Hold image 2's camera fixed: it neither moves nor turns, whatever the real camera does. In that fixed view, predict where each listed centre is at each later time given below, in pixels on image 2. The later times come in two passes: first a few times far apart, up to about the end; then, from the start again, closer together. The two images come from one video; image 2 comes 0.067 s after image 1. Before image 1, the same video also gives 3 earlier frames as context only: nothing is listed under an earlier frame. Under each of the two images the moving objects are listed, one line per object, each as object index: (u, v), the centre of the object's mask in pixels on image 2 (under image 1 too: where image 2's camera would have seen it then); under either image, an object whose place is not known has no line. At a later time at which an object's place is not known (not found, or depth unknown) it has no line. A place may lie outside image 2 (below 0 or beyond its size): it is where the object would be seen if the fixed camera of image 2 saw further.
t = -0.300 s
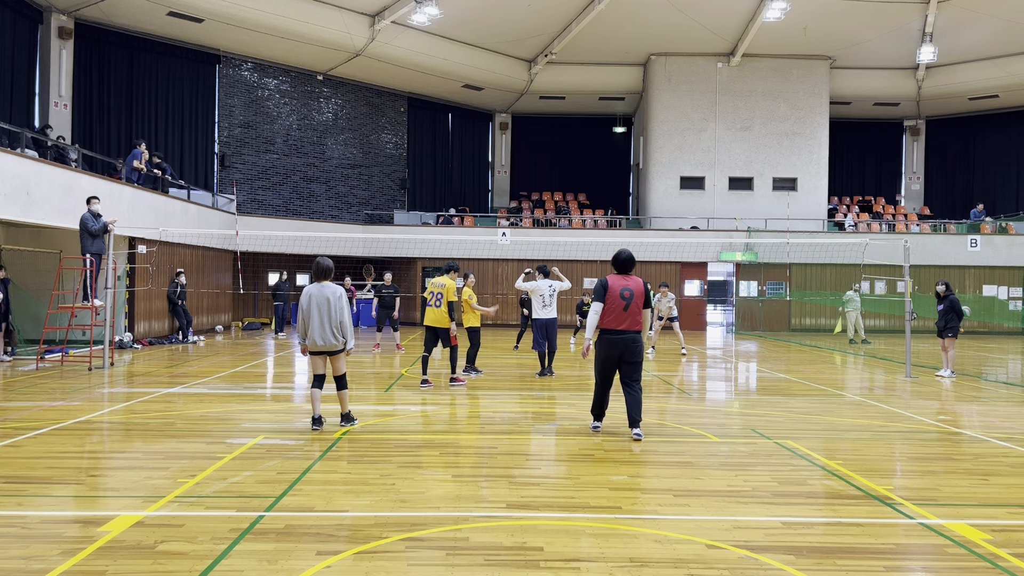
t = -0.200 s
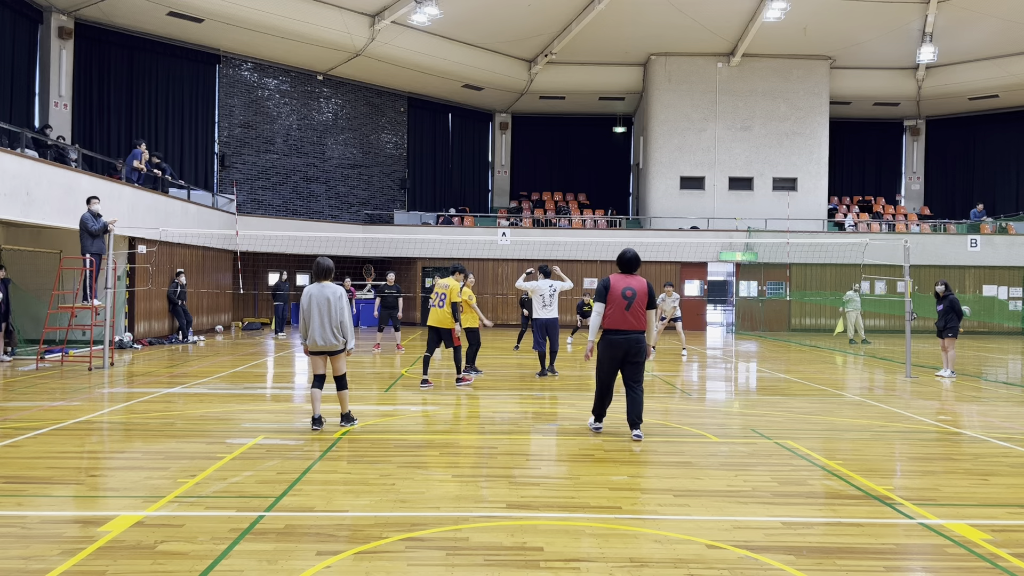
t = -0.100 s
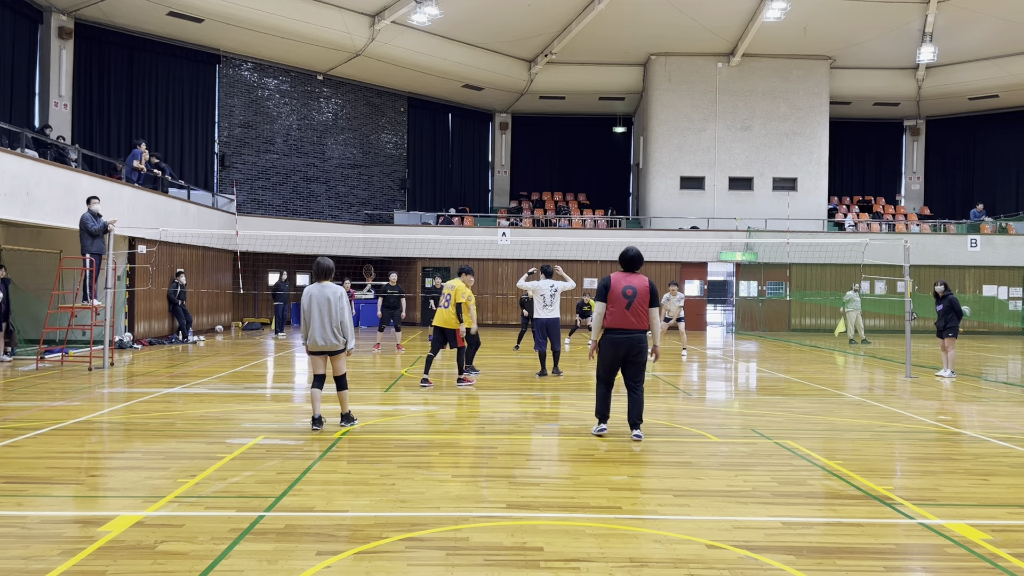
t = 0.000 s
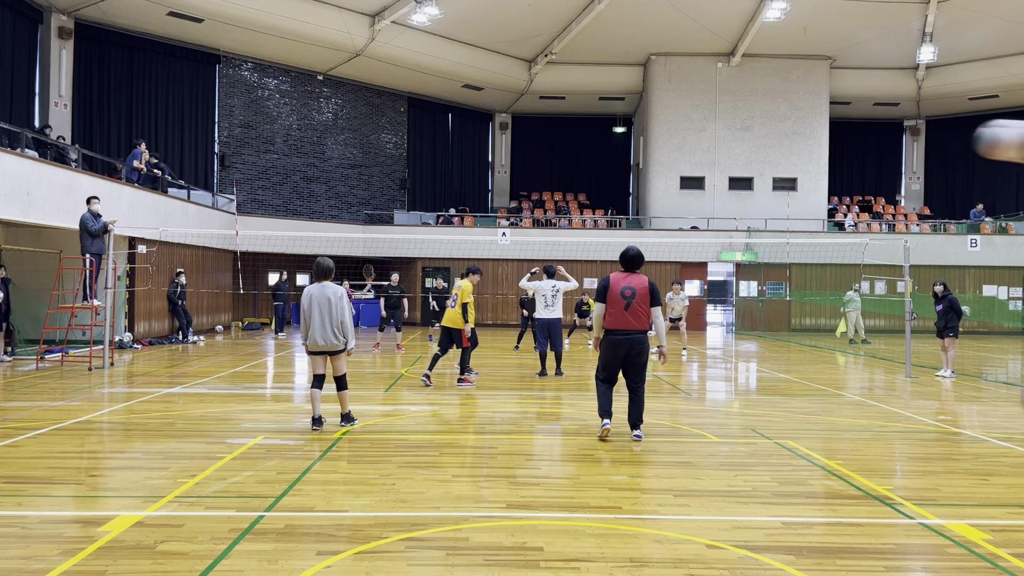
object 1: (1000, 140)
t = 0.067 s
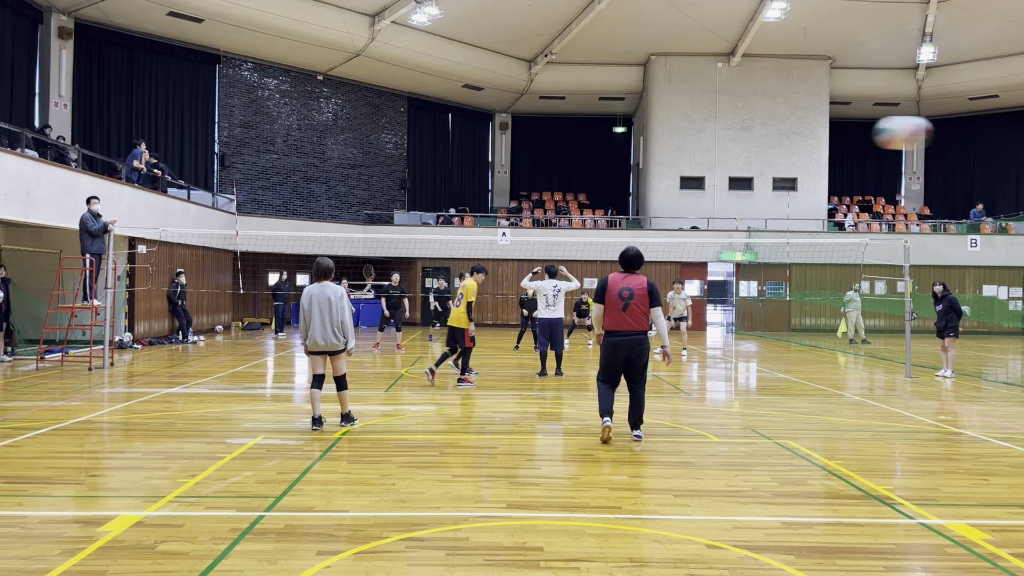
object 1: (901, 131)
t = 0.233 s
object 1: (749, 133)
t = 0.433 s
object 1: (654, 159)
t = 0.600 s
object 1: (607, 194)
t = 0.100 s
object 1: (861, 131)
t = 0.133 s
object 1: (829, 130)
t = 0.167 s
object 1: (798, 129)
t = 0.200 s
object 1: (772, 131)
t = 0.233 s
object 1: (749, 133)
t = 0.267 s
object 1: (729, 135)
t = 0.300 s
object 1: (711, 138)
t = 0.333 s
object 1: (696, 142)
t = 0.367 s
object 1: (681, 147)
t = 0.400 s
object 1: (667, 152)
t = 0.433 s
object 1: (654, 159)
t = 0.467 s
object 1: (643, 165)
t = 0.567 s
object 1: (615, 187)
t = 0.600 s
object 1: (607, 194)
